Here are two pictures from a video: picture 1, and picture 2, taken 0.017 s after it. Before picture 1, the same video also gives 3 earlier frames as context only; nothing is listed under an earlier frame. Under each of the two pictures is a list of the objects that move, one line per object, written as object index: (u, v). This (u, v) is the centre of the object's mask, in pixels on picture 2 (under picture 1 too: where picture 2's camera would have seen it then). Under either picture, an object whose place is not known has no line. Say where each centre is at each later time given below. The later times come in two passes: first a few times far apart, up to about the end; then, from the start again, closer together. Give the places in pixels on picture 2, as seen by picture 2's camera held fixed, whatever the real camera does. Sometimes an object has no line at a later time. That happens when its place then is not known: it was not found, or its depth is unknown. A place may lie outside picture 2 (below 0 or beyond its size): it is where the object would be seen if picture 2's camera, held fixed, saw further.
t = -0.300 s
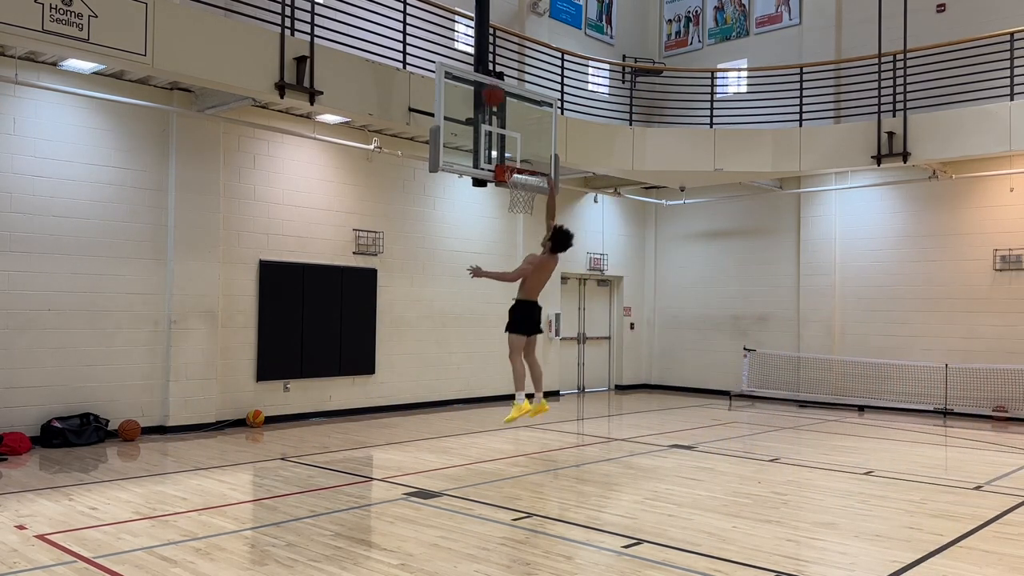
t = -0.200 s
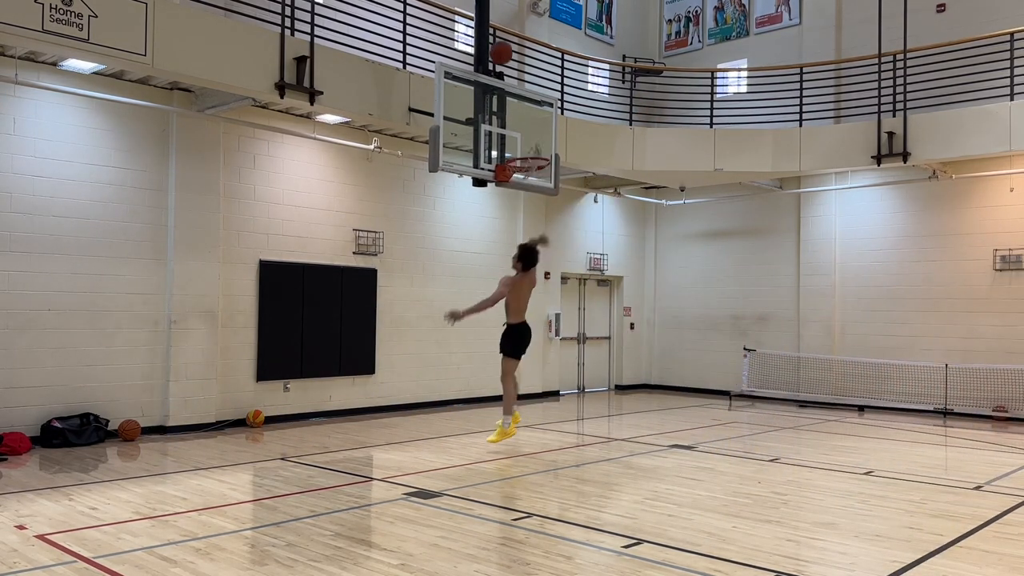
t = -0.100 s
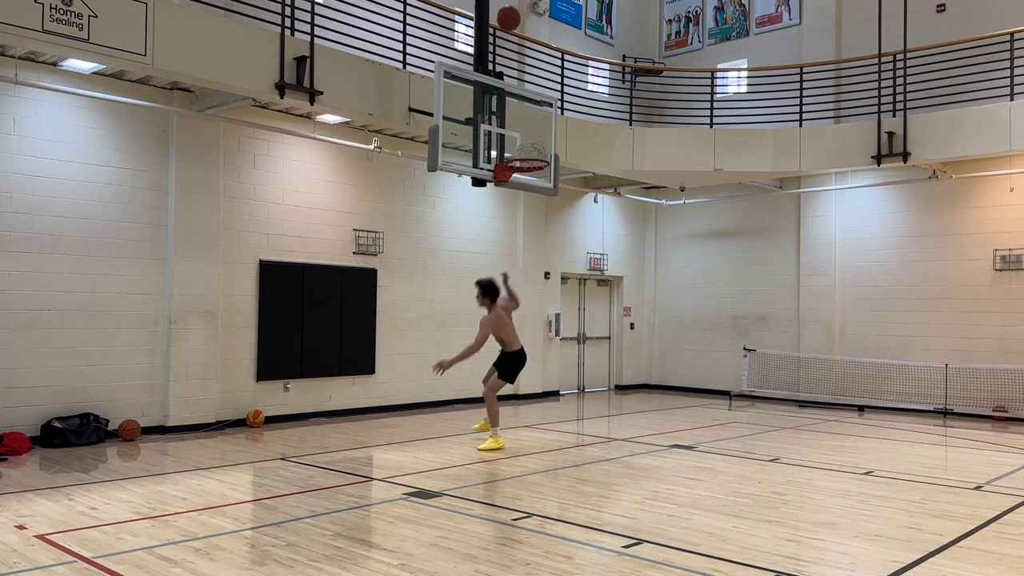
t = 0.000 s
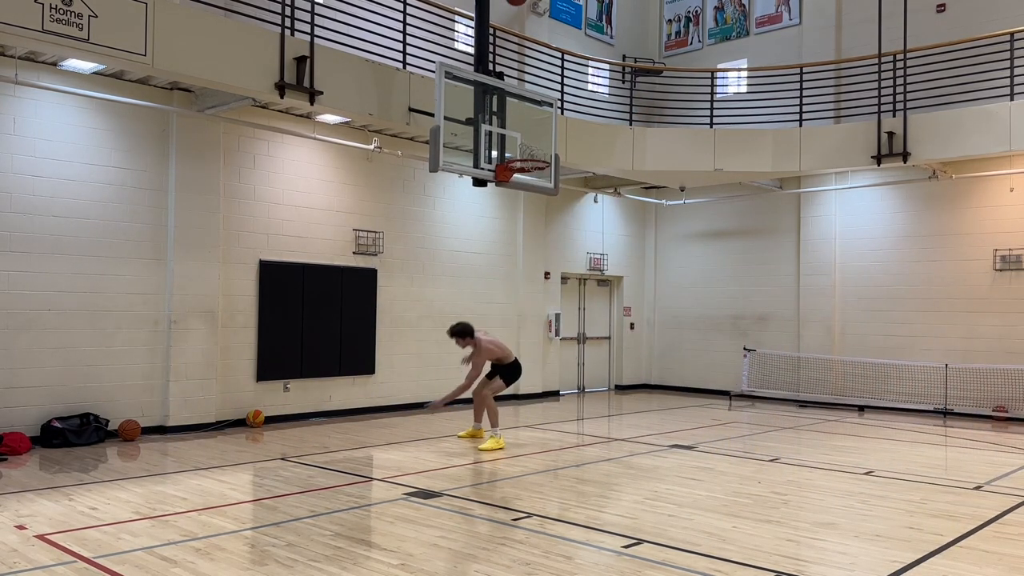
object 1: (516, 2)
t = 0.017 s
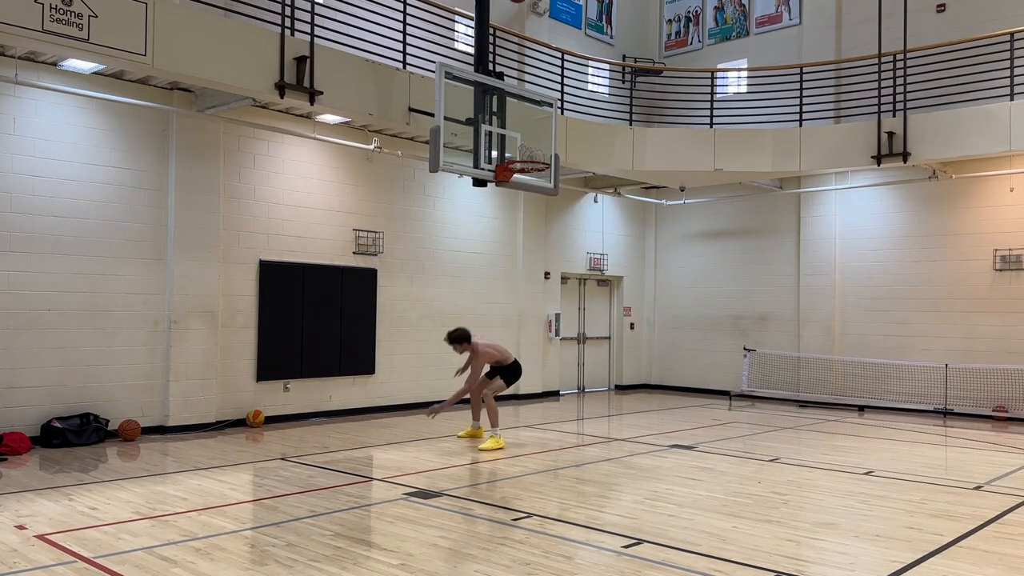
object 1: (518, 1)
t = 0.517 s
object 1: (556, 23)
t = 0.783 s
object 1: (578, 155)
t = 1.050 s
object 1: (606, 382)
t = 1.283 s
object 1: (592, 383)
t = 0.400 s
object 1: (547, 2)
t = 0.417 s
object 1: (548, 3)
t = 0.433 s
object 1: (550, 5)
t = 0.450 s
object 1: (551, 7)
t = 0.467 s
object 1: (552, 9)
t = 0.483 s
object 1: (553, 12)
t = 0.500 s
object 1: (555, 18)
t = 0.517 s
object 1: (556, 23)
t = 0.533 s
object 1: (558, 29)
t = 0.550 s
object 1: (559, 35)
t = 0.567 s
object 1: (560, 41)
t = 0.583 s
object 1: (562, 47)
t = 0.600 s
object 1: (563, 55)
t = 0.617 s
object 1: (564, 63)
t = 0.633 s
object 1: (565, 71)
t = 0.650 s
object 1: (567, 79)
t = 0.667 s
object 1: (568, 88)
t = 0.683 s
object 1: (570, 96)
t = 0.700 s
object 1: (571, 105)
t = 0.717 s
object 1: (572, 115)
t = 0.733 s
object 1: (574, 124)
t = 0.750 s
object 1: (575, 135)
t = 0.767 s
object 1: (576, 145)
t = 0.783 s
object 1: (578, 155)
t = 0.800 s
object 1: (579, 167)
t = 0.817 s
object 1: (581, 179)
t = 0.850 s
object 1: (584, 203)
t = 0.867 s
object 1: (586, 216)
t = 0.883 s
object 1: (587, 228)
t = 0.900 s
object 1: (589, 242)
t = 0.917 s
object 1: (590, 256)
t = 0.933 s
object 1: (592, 270)
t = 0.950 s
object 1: (594, 286)
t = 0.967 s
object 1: (596, 301)
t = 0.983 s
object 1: (598, 316)
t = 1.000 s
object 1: (600, 332)
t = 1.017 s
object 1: (602, 348)
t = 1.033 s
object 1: (604, 365)
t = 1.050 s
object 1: (606, 382)
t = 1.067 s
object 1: (608, 401)
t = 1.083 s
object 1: (610, 418)
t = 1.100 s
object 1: (612, 437)
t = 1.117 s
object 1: (615, 457)
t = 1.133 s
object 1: (617, 477)
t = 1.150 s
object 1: (619, 494)
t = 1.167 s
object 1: (615, 479)
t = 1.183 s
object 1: (612, 464)
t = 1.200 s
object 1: (609, 450)
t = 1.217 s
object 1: (605, 435)
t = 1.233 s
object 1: (602, 421)
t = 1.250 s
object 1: (599, 409)
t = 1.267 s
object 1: (594, 395)
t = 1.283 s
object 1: (592, 383)
